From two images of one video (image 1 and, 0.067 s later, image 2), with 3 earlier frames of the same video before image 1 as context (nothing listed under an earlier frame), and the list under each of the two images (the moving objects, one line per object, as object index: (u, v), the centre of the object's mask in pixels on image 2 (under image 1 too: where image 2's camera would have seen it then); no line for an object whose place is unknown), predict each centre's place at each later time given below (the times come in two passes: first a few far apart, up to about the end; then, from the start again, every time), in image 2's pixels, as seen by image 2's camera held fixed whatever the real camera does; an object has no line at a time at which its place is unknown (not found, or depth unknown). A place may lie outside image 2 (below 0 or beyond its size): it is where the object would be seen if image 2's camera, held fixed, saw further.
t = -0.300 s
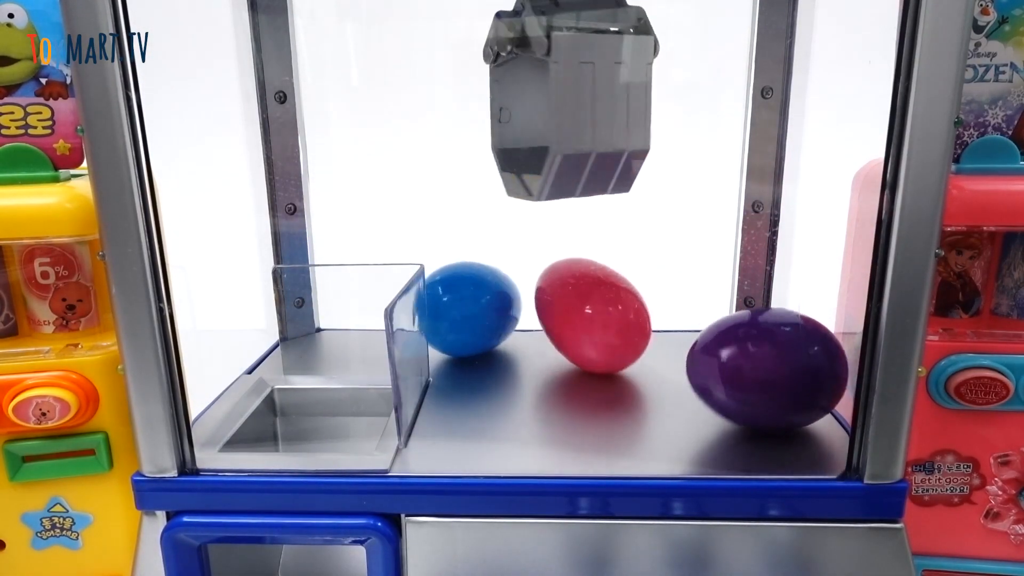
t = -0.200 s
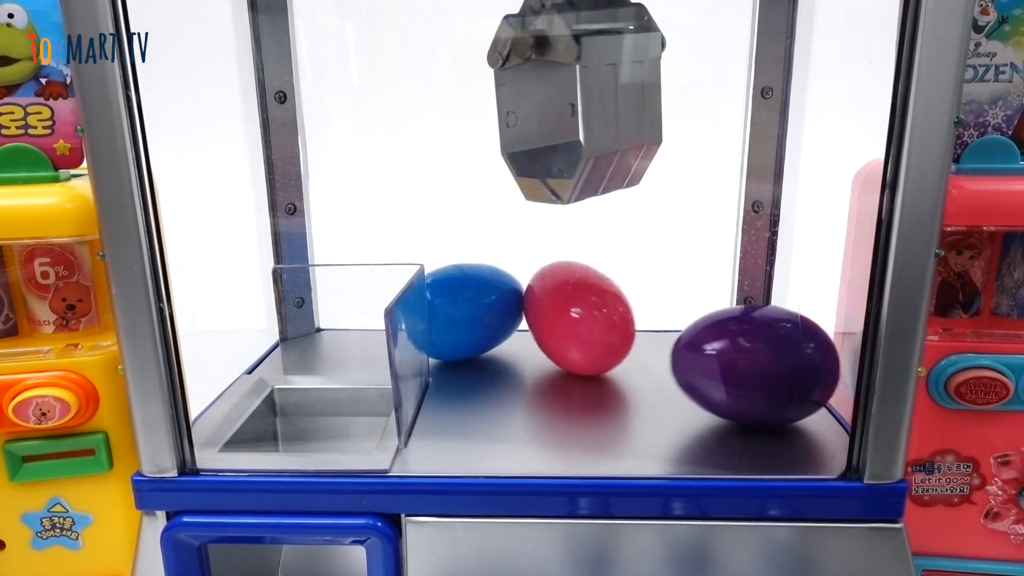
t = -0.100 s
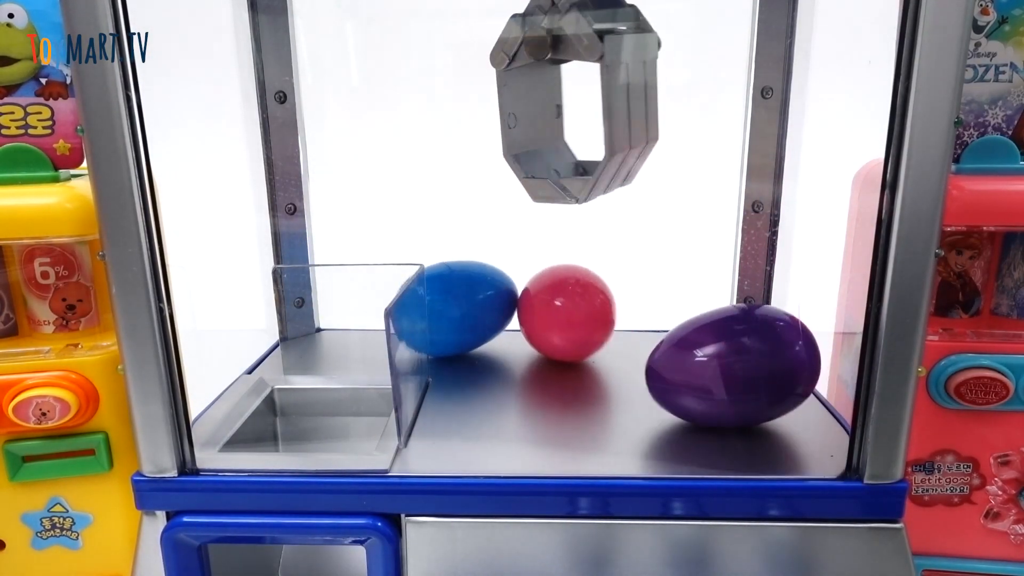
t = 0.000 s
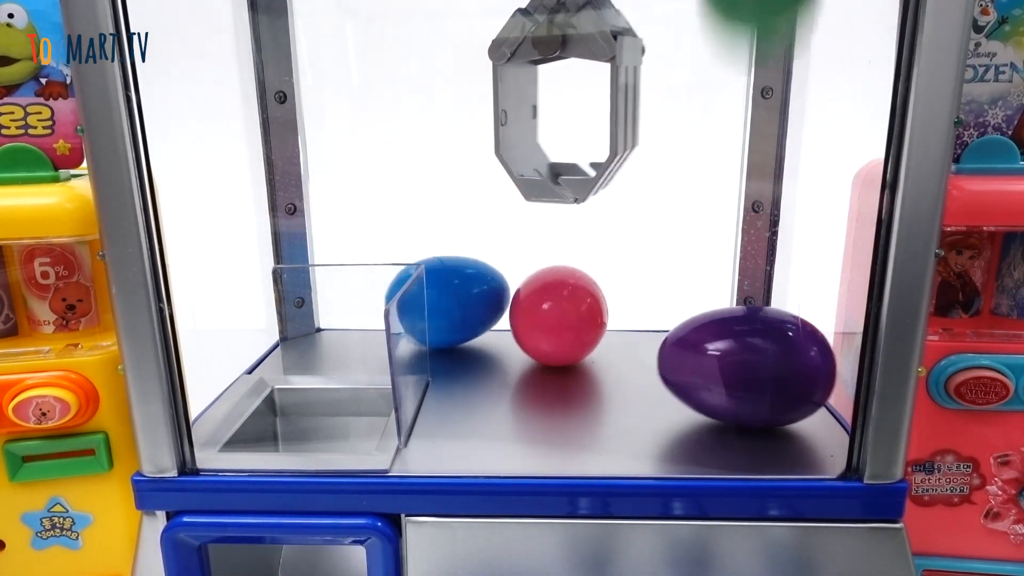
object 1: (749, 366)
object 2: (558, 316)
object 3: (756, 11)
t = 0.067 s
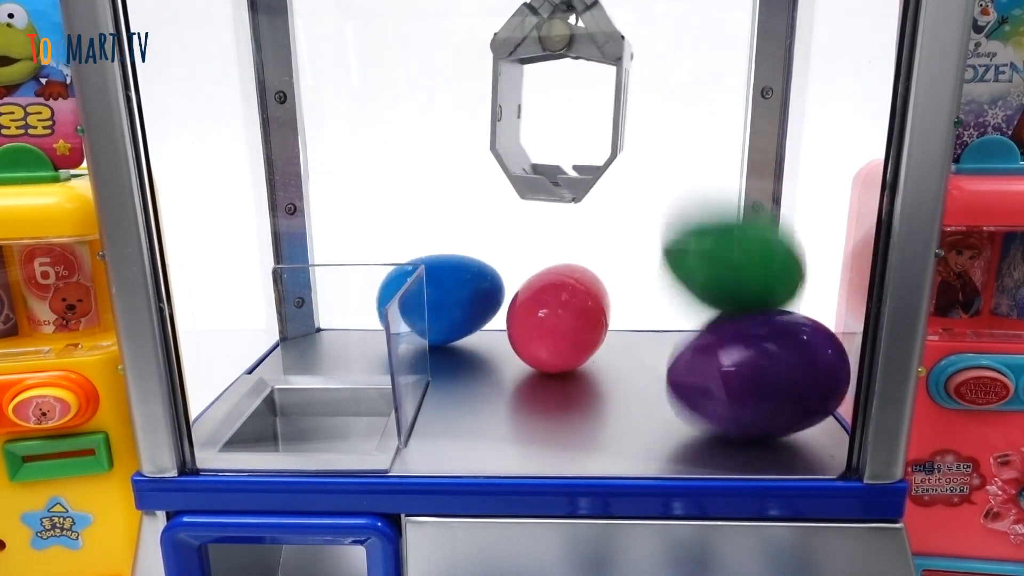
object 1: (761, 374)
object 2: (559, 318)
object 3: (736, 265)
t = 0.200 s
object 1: (744, 383)
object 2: (574, 316)
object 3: (681, 300)
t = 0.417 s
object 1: (771, 370)
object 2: (564, 318)
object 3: (686, 299)
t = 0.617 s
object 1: (746, 373)
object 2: (581, 318)
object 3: (697, 312)
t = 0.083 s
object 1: (759, 380)
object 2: (560, 319)
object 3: (715, 299)
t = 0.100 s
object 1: (757, 381)
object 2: (562, 318)
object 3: (693, 318)
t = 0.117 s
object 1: (754, 380)
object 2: (564, 319)
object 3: (690, 316)
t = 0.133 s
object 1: (751, 379)
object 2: (566, 319)
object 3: (686, 313)
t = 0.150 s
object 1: (747, 380)
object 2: (569, 318)
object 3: (684, 309)
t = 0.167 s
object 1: (743, 381)
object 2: (572, 318)
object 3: (681, 305)
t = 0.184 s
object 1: (742, 382)
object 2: (573, 317)
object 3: (680, 302)
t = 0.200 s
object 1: (744, 383)
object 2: (574, 316)
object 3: (681, 300)
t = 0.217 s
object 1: (749, 380)
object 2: (573, 316)
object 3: (680, 298)
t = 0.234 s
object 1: (754, 377)
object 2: (573, 316)
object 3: (679, 296)
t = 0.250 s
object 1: (761, 372)
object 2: (572, 316)
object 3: (678, 295)
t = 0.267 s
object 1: (766, 368)
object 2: (570, 316)
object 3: (677, 294)
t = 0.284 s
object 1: (768, 365)
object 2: (569, 317)
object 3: (676, 293)
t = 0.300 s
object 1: (770, 362)
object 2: (568, 317)
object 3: (676, 292)
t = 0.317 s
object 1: (771, 360)
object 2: (566, 317)
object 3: (675, 292)
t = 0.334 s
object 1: (772, 360)
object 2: (565, 318)
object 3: (675, 292)
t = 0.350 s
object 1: (772, 360)
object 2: (565, 318)
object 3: (675, 292)
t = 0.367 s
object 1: (772, 361)
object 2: (564, 318)
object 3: (676, 293)
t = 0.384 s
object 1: (772, 364)
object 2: (564, 318)
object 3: (678, 295)
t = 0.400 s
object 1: (771, 366)
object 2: (564, 318)
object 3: (681, 297)
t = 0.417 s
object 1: (771, 370)
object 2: (564, 318)
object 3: (686, 299)
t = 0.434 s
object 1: (770, 373)
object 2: (565, 318)
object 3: (690, 302)
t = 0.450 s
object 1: (768, 374)
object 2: (565, 319)
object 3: (693, 304)
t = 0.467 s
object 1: (764, 373)
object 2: (566, 319)
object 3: (696, 306)
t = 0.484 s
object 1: (761, 373)
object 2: (568, 319)
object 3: (700, 306)
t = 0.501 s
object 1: (758, 373)
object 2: (569, 319)
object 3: (705, 305)
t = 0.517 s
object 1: (756, 373)
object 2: (571, 319)
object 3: (707, 305)
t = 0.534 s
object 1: (753, 373)
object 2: (573, 319)
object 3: (708, 305)
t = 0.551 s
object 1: (751, 373)
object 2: (575, 319)
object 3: (708, 307)
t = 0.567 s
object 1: (749, 373)
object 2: (577, 318)
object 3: (707, 309)
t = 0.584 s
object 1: (748, 373)
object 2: (579, 318)
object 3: (704, 310)
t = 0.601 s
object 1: (747, 373)
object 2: (580, 318)
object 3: (701, 311)
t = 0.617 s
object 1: (746, 373)
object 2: (581, 318)
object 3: (697, 312)
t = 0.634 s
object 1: (746, 373)
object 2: (581, 318)
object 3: (694, 312)
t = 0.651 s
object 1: (746, 373)
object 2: (580, 319)
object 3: (691, 312)
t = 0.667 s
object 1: (746, 373)
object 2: (578, 320)
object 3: (690, 312)
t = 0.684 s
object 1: (746, 373)
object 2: (576, 320)
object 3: (689, 312)
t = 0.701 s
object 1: (746, 373)
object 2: (575, 320)
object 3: (688, 312)
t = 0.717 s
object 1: (747, 373)
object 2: (573, 320)
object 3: (687, 312)
